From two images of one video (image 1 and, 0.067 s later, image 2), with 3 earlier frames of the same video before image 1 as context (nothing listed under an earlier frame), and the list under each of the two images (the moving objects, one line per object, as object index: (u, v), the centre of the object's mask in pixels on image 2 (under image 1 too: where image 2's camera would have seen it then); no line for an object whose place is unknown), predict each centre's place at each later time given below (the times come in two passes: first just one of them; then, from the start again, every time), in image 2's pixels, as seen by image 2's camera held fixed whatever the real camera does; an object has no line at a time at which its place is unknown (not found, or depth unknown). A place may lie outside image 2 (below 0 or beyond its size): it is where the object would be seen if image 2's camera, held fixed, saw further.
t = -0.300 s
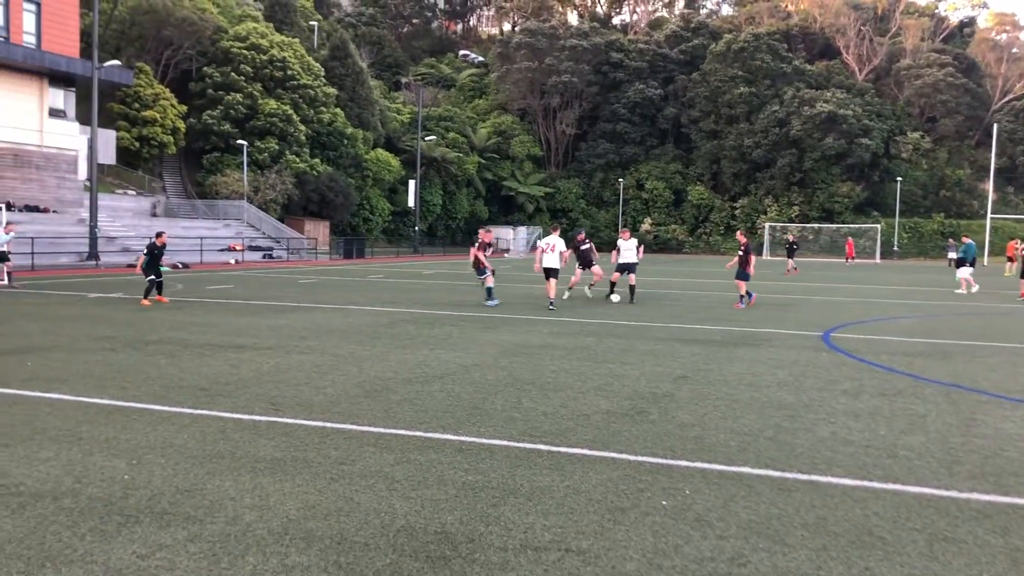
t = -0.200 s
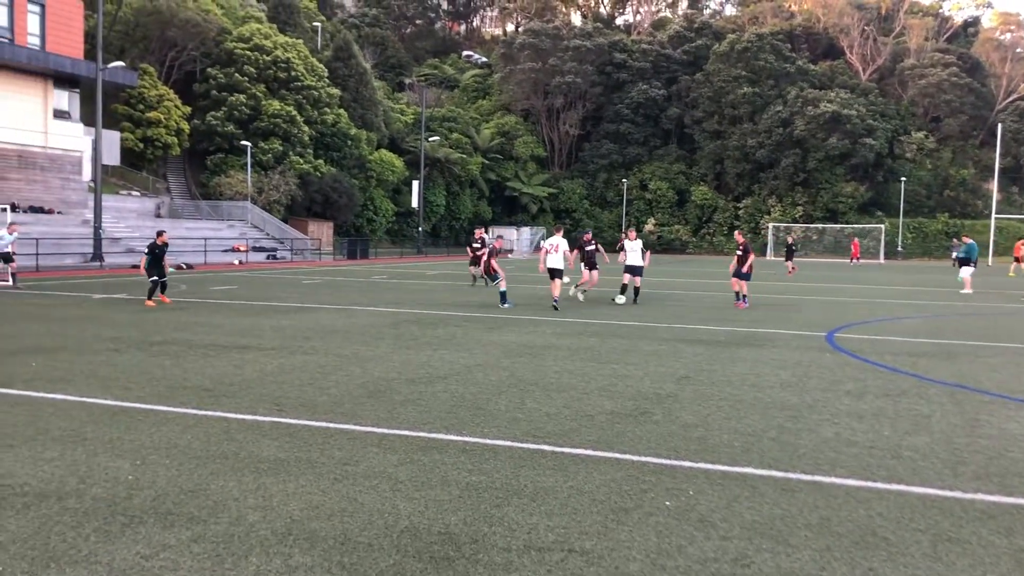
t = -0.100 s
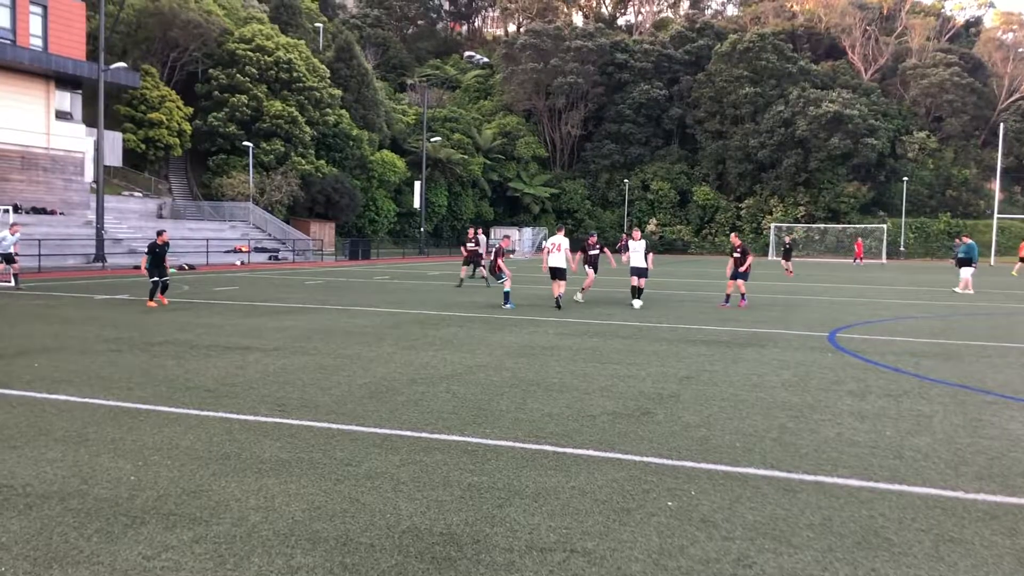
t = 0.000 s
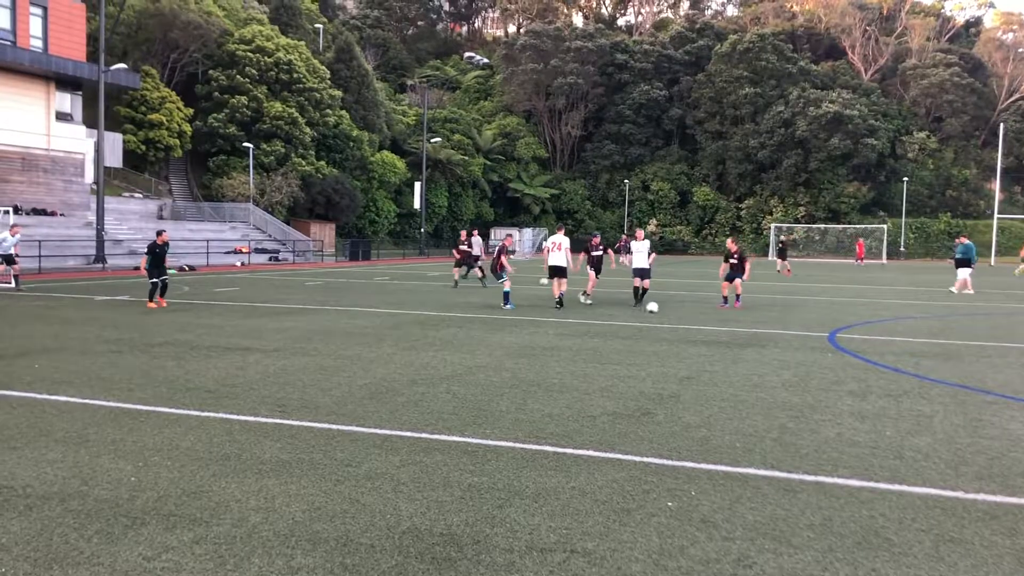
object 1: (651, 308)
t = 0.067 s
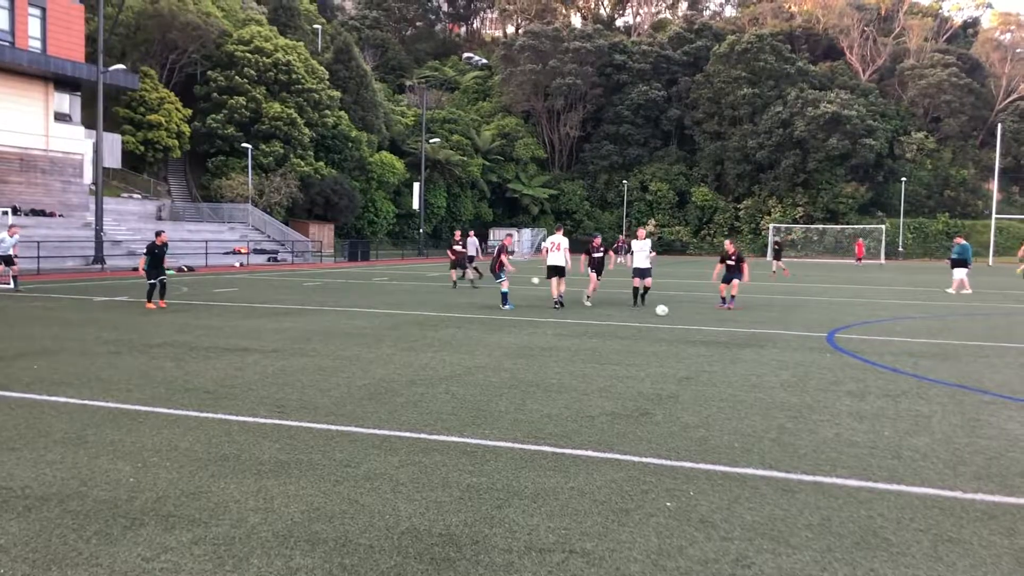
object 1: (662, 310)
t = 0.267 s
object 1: (694, 318)
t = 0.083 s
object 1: (664, 311)
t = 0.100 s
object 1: (667, 312)
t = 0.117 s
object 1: (670, 312)
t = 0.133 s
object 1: (673, 313)
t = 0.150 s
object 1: (675, 313)
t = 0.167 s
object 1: (678, 314)
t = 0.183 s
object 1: (680, 314)
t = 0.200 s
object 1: (683, 315)
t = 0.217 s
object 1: (686, 316)
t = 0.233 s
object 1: (688, 317)
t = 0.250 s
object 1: (691, 317)
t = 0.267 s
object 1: (694, 318)
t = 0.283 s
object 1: (696, 318)
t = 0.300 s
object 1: (699, 319)
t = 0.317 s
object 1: (702, 320)
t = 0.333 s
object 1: (704, 320)
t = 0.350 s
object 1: (707, 321)
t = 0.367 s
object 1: (710, 321)
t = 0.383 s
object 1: (712, 322)
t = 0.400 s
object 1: (715, 323)
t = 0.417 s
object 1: (718, 324)
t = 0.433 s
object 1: (720, 324)
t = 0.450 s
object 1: (723, 324)
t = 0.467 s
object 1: (726, 325)
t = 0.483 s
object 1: (728, 326)
